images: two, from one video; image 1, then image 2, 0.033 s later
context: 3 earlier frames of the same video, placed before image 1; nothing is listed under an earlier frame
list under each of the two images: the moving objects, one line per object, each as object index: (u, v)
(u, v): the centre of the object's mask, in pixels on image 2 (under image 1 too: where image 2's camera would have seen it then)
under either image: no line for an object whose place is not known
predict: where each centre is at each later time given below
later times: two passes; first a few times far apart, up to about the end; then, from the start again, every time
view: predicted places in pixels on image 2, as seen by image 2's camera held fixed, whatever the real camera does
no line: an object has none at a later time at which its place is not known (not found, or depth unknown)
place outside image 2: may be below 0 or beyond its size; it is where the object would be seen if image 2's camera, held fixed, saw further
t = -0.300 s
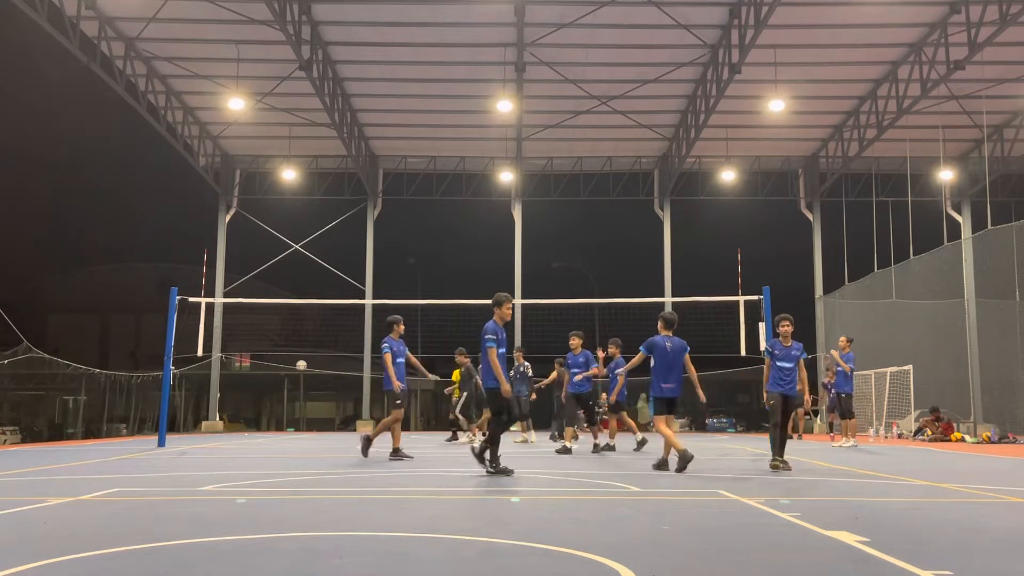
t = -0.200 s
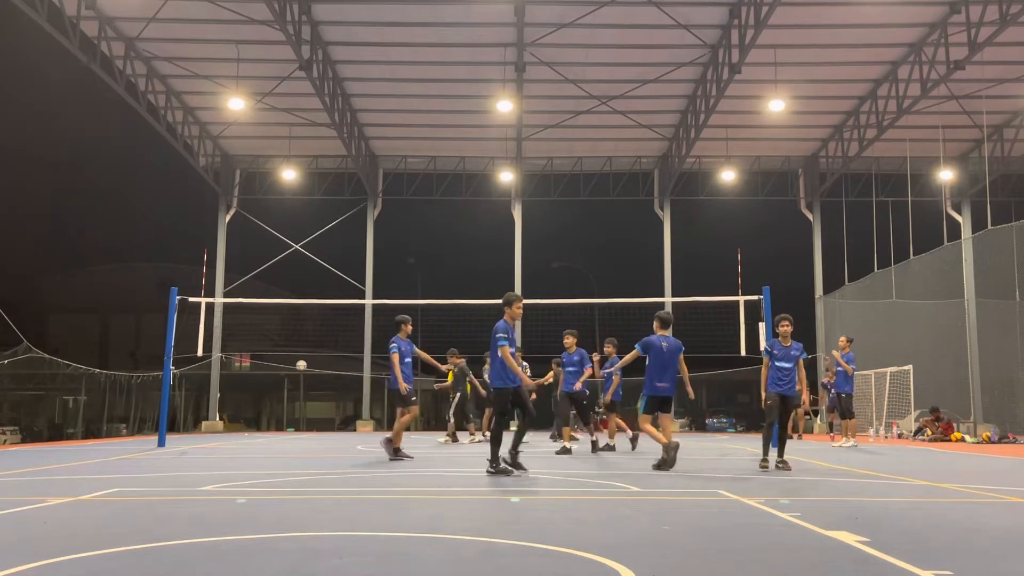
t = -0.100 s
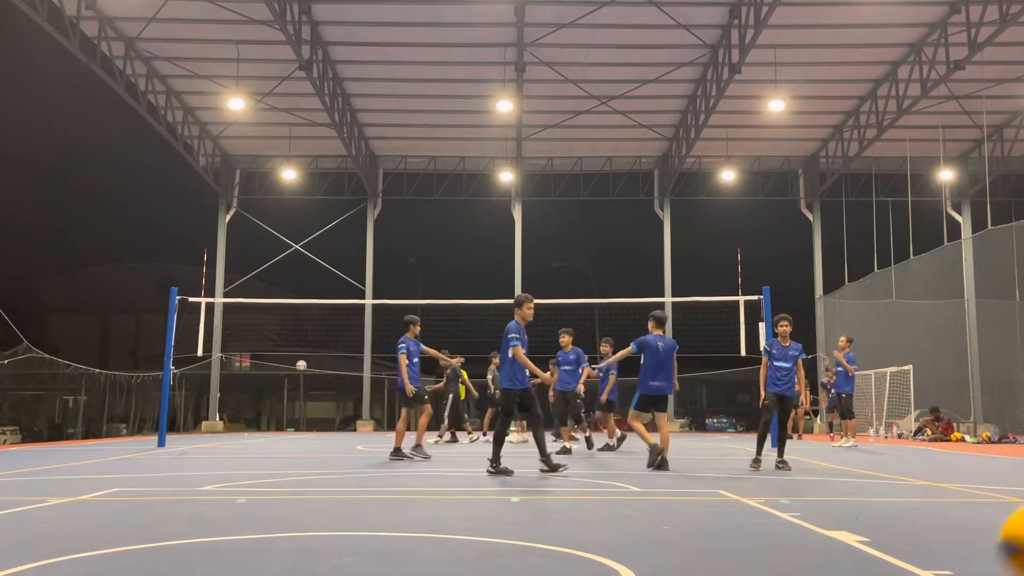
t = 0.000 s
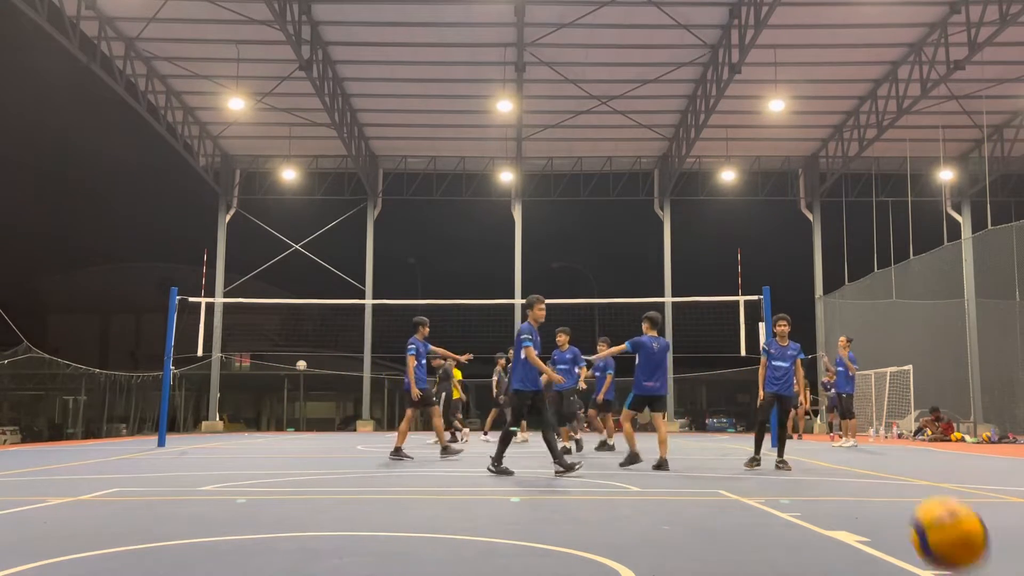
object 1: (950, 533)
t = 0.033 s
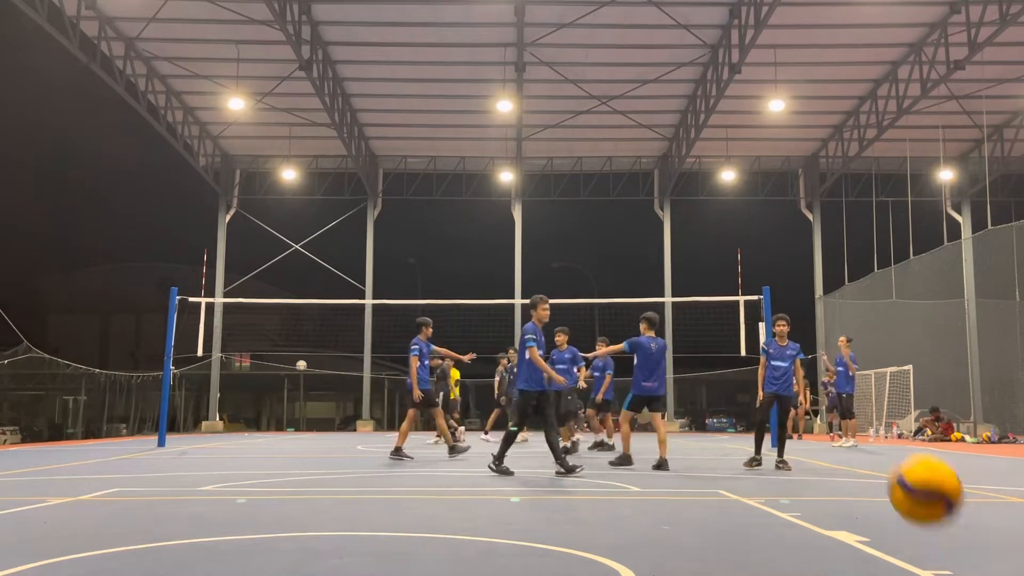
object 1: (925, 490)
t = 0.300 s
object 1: (782, 320)
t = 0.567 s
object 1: (689, 361)
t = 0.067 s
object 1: (898, 451)
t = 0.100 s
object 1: (881, 419)
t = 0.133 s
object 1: (860, 392)
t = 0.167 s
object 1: (843, 370)
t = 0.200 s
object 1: (823, 353)
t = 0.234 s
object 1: (810, 338)
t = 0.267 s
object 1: (795, 327)
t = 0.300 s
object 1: (782, 320)
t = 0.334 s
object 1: (768, 316)
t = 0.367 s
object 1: (755, 316)
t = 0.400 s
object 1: (743, 317)
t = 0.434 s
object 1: (729, 321)
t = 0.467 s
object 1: (720, 327)
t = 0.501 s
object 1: (708, 337)
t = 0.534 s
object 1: (698, 348)
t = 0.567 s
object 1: (689, 361)
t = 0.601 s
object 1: (679, 375)
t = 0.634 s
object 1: (669, 391)
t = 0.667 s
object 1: (660, 409)
